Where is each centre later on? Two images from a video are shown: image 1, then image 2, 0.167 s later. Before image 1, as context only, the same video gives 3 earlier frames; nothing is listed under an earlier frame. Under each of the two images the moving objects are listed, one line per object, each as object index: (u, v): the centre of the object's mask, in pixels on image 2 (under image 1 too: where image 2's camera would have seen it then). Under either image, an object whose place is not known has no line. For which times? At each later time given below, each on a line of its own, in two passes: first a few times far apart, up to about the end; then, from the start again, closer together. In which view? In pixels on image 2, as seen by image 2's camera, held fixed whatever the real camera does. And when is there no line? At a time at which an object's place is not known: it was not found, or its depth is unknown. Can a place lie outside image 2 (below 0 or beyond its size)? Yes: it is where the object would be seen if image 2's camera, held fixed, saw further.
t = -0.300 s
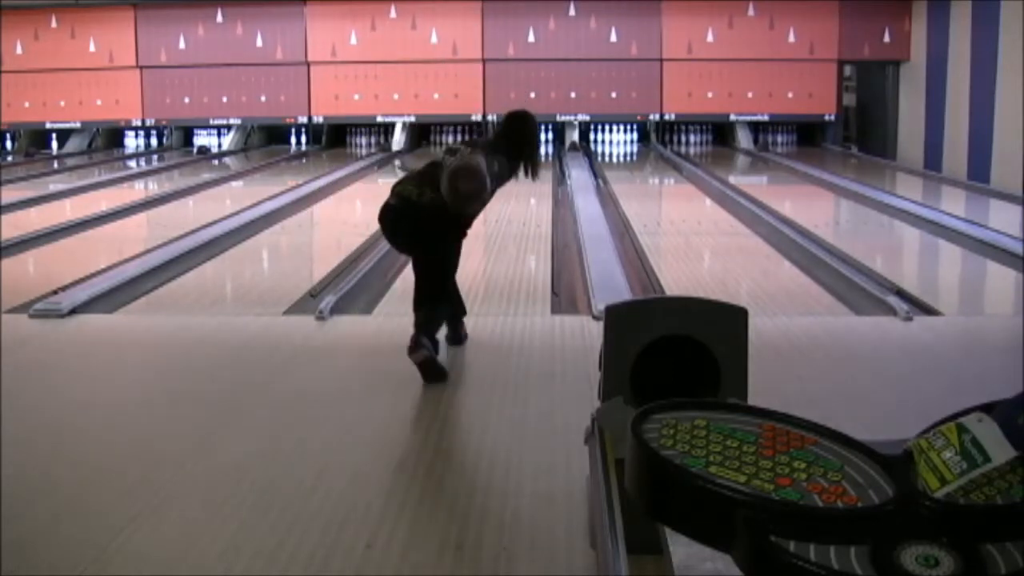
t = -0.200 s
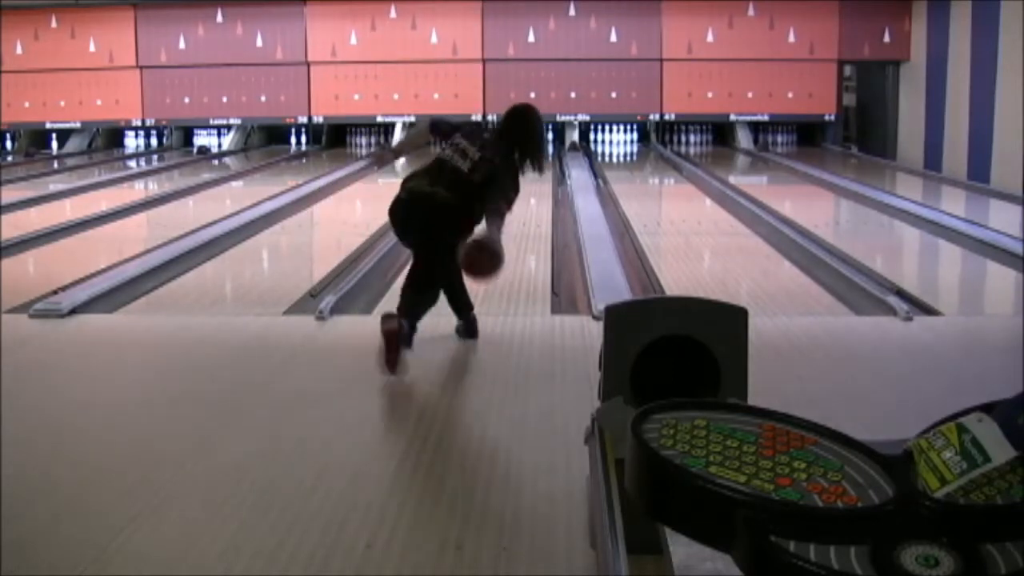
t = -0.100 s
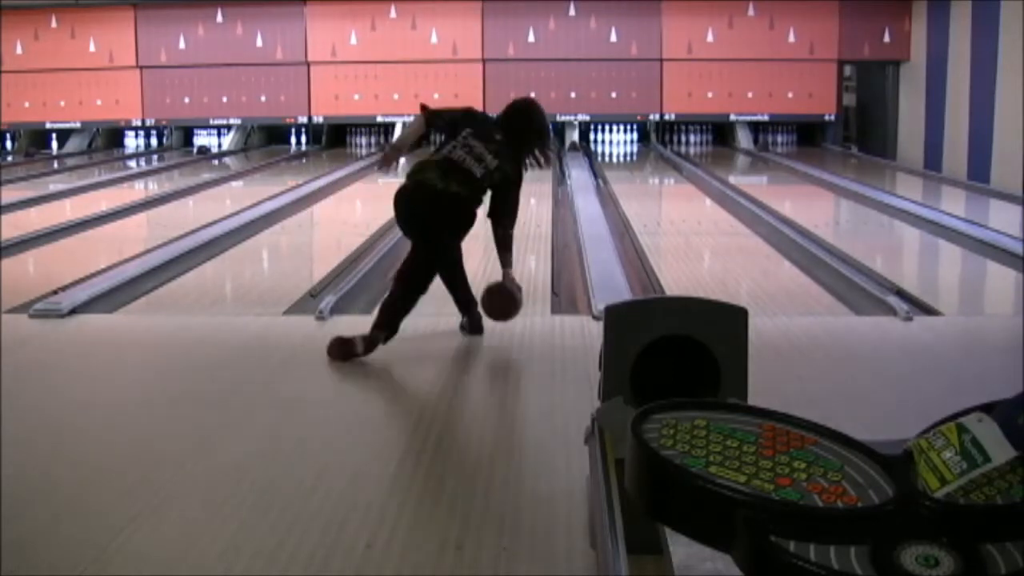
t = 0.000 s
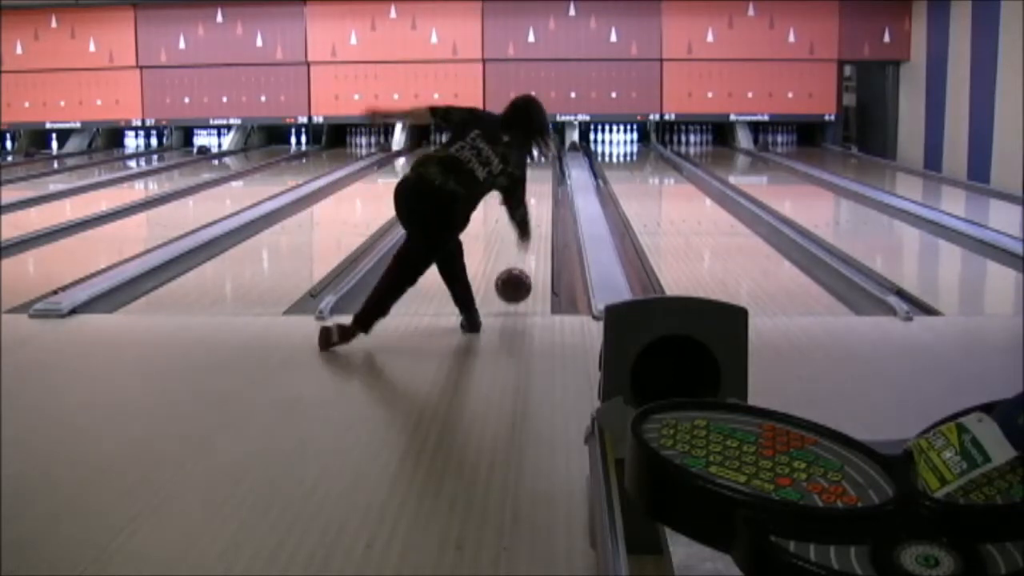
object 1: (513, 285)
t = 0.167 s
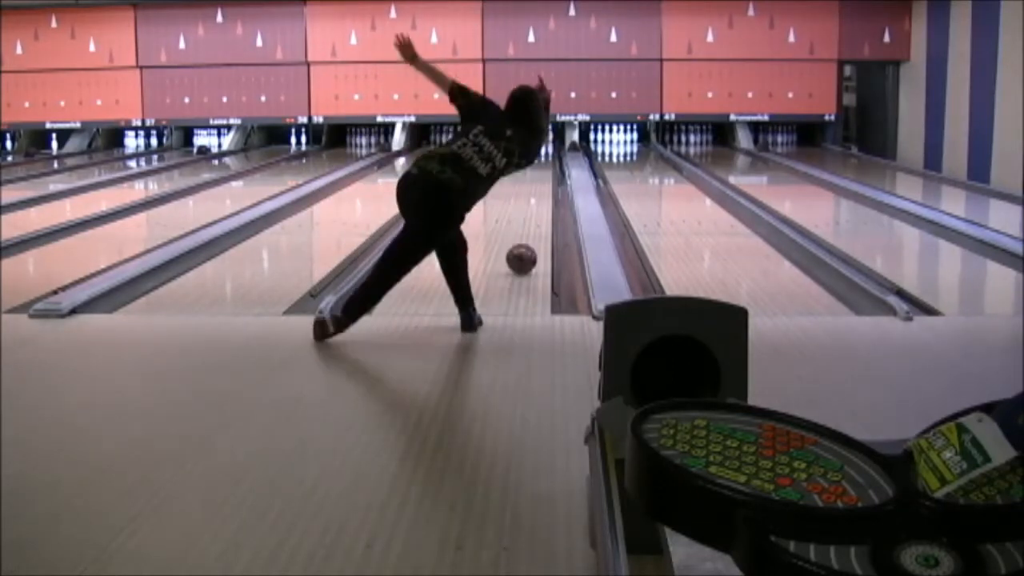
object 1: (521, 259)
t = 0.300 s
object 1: (526, 239)
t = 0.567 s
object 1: (533, 209)
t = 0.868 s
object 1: (538, 187)
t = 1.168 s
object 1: (537, 171)
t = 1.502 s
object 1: (542, 158)
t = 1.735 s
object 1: (537, 153)
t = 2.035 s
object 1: (536, 147)
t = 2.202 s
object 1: (535, 144)
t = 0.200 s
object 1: (522, 254)
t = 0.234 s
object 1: (524, 249)
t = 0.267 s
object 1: (525, 243)
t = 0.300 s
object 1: (526, 239)
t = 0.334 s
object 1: (527, 234)
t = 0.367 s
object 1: (528, 230)
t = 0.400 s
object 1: (529, 226)
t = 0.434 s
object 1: (529, 222)
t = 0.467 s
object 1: (530, 219)
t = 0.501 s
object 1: (531, 215)
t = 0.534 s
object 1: (531, 212)
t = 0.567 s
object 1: (533, 209)
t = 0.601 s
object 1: (533, 206)
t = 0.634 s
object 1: (533, 203)
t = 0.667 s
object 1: (534, 201)
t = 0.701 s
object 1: (534, 198)
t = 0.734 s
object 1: (535, 196)
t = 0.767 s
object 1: (535, 193)
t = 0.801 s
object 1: (535, 191)
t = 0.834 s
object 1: (536, 189)
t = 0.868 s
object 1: (538, 187)
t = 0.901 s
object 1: (536, 186)
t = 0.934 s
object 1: (537, 182)
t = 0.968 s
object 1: (537, 181)
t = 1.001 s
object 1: (537, 180)
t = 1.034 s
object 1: (537, 178)
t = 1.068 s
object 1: (538, 176)
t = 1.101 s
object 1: (538, 174)
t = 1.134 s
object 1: (538, 173)
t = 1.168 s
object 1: (537, 171)
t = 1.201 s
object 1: (538, 170)
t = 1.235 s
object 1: (538, 169)
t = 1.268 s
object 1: (538, 167)
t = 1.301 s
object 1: (539, 166)
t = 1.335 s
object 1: (538, 165)
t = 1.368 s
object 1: (538, 164)
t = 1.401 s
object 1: (535, 166)
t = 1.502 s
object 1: (542, 158)
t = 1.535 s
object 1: (541, 157)
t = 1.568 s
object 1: (539, 156)
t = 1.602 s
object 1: (539, 156)
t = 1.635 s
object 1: (539, 156)
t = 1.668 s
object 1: (537, 155)
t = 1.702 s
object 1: (537, 155)
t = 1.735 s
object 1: (537, 153)
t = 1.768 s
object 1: (537, 153)
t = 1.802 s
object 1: (537, 152)
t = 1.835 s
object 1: (537, 150)
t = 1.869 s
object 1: (537, 149)
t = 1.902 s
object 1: (536, 149)
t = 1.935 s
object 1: (536, 149)
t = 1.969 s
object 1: (536, 147)
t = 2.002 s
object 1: (536, 147)
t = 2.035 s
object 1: (536, 147)
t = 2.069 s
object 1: (536, 146)
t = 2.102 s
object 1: (535, 146)
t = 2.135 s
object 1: (535, 145)
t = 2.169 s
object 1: (535, 145)
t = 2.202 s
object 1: (535, 144)
